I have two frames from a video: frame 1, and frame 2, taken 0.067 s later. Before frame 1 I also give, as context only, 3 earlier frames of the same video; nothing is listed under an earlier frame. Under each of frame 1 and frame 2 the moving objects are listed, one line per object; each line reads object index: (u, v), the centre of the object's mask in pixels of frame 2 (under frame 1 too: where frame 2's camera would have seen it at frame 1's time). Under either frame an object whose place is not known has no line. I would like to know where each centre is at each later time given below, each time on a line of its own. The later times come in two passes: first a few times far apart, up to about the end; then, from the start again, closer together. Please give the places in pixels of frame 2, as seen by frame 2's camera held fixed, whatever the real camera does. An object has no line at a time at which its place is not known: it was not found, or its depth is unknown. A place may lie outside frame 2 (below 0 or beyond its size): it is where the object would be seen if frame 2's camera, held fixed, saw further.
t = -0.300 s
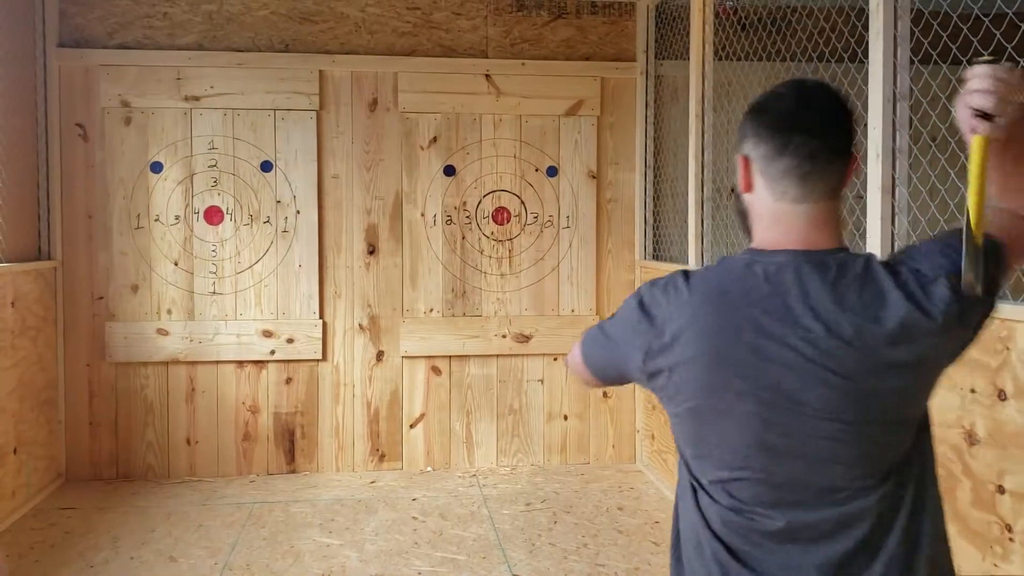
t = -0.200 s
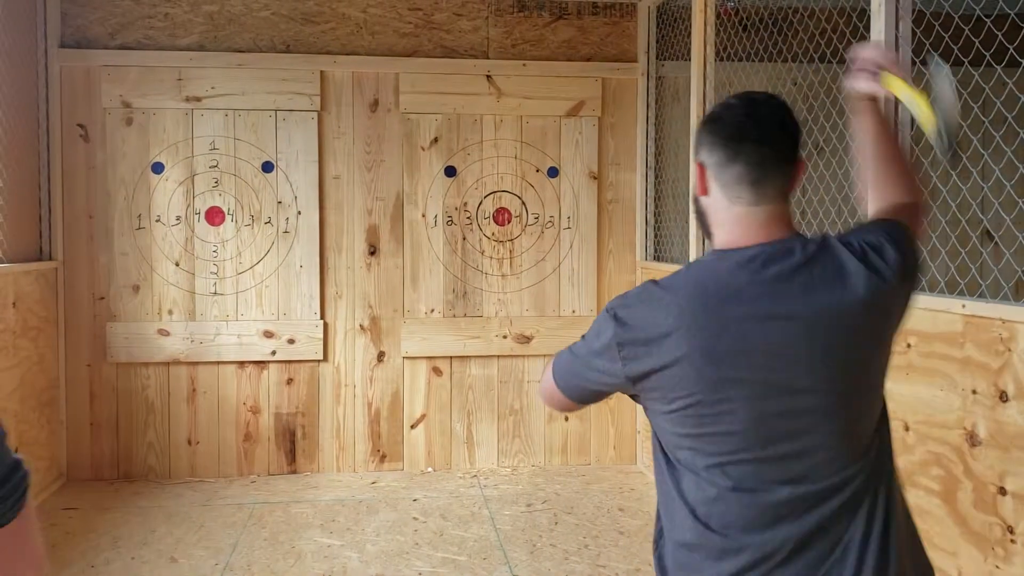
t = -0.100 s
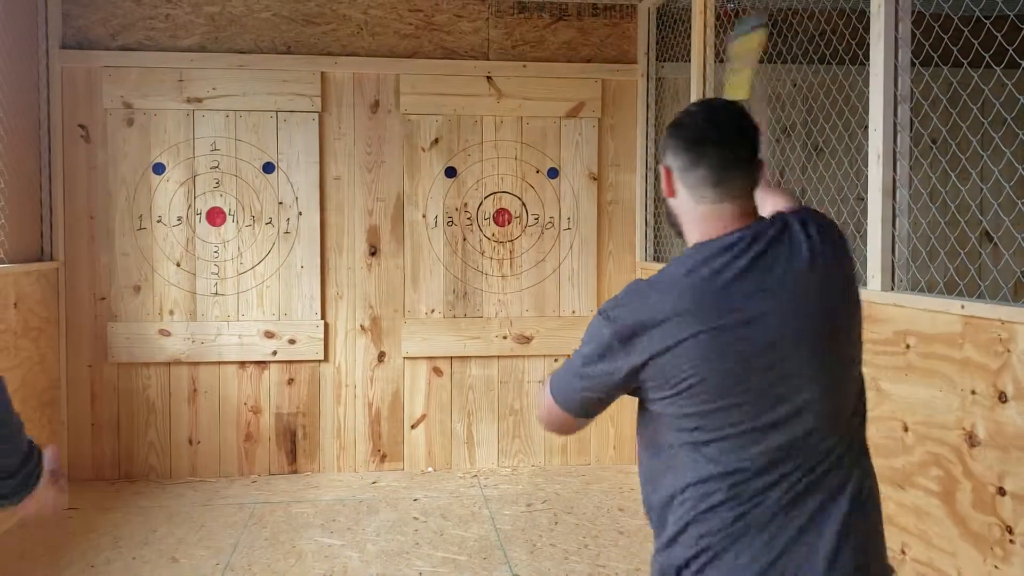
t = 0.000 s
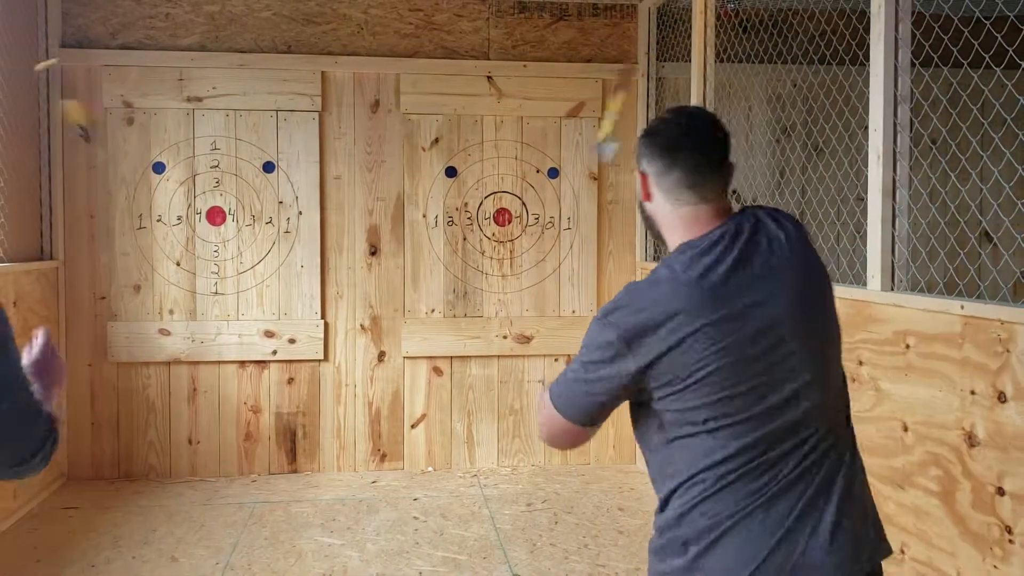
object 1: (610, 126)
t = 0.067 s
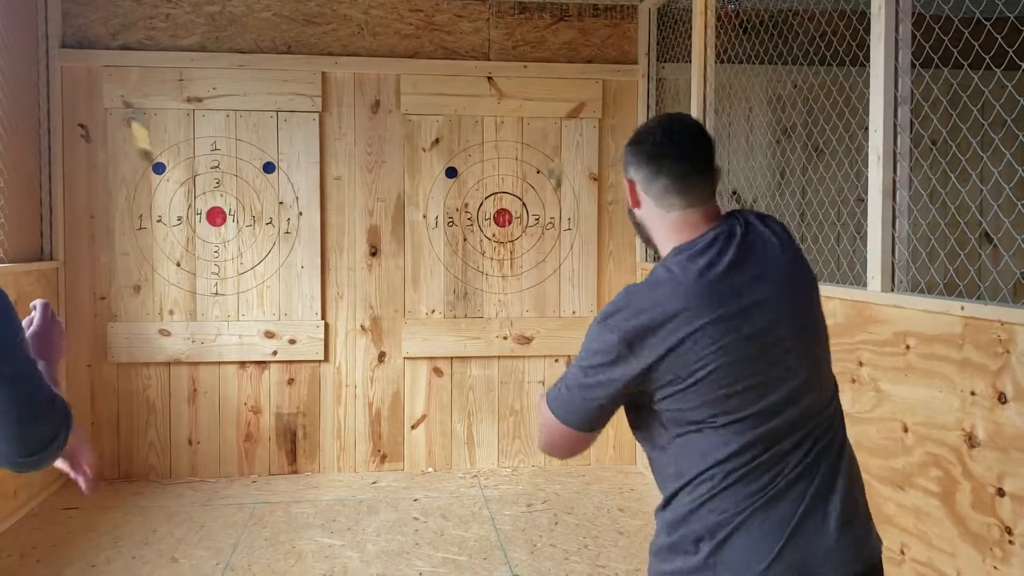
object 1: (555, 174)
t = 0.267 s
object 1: (496, 260)
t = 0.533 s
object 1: (490, 301)
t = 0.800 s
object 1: (486, 441)
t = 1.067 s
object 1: (452, 407)
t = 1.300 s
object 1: (425, 468)
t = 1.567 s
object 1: (404, 472)
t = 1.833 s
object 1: (385, 494)
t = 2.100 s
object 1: (385, 494)
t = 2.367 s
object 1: (385, 494)
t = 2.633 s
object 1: (385, 495)
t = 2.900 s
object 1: (384, 495)
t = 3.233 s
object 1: (385, 494)
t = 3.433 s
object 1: (384, 494)
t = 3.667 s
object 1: (384, 494)
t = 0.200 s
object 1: (499, 247)
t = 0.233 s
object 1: (494, 253)
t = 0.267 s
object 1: (496, 260)
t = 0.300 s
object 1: (496, 265)
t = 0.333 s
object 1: (494, 266)
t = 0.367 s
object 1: (493, 270)
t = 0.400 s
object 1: (492, 275)
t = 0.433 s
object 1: (491, 280)
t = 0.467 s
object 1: (490, 284)
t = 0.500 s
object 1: (490, 291)
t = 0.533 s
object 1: (490, 301)
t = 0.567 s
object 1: (490, 313)
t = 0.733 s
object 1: (488, 401)
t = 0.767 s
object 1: (487, 422)
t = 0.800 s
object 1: (486, 441)
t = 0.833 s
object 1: (481, 433)
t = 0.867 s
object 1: (477, 424)
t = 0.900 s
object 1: (473, 417)
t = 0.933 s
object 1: (468, 413)
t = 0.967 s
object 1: (464, 408)
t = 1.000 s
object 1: (460, 405)
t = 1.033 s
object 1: (456, 405)
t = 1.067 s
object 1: (452, 407)
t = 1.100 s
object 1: (449, 411)
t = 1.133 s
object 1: (445, 417)
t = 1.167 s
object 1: (440, 426)
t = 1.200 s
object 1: (436, 436)
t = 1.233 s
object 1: (432, 448)
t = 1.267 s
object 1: (428, 462)
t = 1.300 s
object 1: (425, 468)
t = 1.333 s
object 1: (422, 464)
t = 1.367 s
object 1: (419, 462)
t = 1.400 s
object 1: (417, 464)
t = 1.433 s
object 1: (415, 466)
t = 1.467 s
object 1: (413, 469)
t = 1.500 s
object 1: (411, 472)
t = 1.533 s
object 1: (407, 472)
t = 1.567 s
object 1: (404, 472)
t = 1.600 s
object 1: (398, 471)
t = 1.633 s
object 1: (395, 474)
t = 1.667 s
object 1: (393, 481)
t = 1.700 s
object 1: (388, 485)
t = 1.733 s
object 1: (383, 493)
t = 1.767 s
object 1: (385, 494)
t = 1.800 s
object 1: (385, 494)
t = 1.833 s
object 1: (385, 494)
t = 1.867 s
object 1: (385, 494)
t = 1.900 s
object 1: (385, 494)
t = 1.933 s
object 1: (385, 494)
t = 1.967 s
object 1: (385, 494)
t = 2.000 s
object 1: (385, 494)
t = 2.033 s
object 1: (385, 494)
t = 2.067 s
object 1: (385, 494)
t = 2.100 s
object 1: (385, 494)
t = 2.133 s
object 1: (385, 494)
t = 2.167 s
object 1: (385, 494)
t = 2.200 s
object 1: (385, 494)
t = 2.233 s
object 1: (385, 494)
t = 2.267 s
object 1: (385, 494)
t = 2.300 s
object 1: (385, 494)
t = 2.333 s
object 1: (385, 494)
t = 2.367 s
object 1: (385, 494)
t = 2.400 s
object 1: (386, 494)
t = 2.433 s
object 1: (385, 494)
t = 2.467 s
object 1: (385, 494)
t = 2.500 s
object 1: (385, 494)
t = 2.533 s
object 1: (385, 495)
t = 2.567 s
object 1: (385, 495)
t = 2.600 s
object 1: (386, 495)
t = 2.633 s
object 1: (385, 495)
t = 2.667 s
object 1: (385, 495)
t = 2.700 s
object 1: (385, 496)
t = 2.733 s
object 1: (385, 495)
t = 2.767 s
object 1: (385, 495)
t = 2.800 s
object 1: (385, 495)
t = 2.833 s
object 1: (384, 496)
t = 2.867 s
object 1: (384, 495)
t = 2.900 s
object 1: (384, 495)
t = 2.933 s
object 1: (384, 495)
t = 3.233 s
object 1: (385, 494)
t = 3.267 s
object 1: (385, 494)
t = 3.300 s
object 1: (384, 494)
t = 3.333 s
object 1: (385, 494)
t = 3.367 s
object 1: (385, 494)
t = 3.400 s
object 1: (384, 494)
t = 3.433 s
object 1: (384, 494)
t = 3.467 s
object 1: (384, 494)
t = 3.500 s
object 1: (385, 494)
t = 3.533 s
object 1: (385, 494)
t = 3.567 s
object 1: (384, 494)
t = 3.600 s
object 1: (384, 494)
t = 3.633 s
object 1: (384, 494)
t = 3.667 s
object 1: (384, 494)
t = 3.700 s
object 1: (384, 494)
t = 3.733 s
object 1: (384, 494)
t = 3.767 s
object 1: (385, 494)
